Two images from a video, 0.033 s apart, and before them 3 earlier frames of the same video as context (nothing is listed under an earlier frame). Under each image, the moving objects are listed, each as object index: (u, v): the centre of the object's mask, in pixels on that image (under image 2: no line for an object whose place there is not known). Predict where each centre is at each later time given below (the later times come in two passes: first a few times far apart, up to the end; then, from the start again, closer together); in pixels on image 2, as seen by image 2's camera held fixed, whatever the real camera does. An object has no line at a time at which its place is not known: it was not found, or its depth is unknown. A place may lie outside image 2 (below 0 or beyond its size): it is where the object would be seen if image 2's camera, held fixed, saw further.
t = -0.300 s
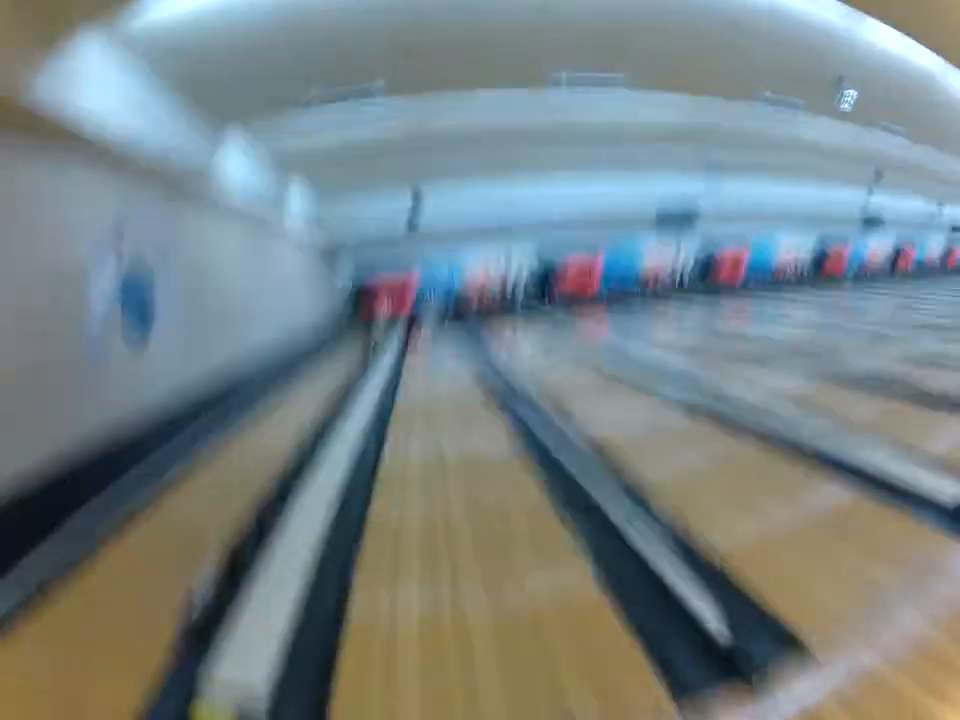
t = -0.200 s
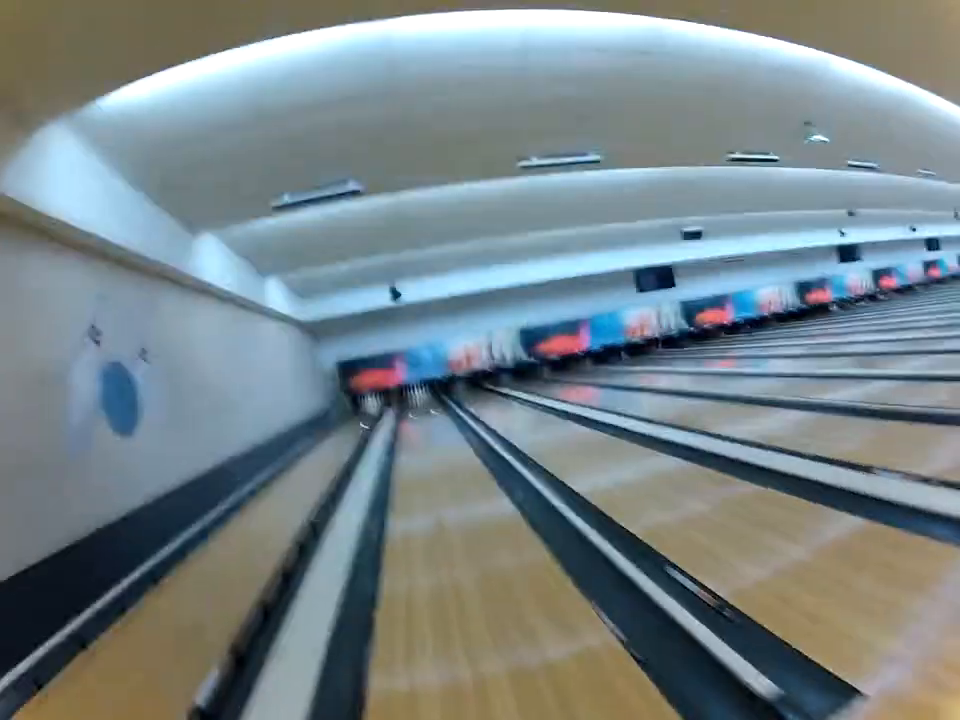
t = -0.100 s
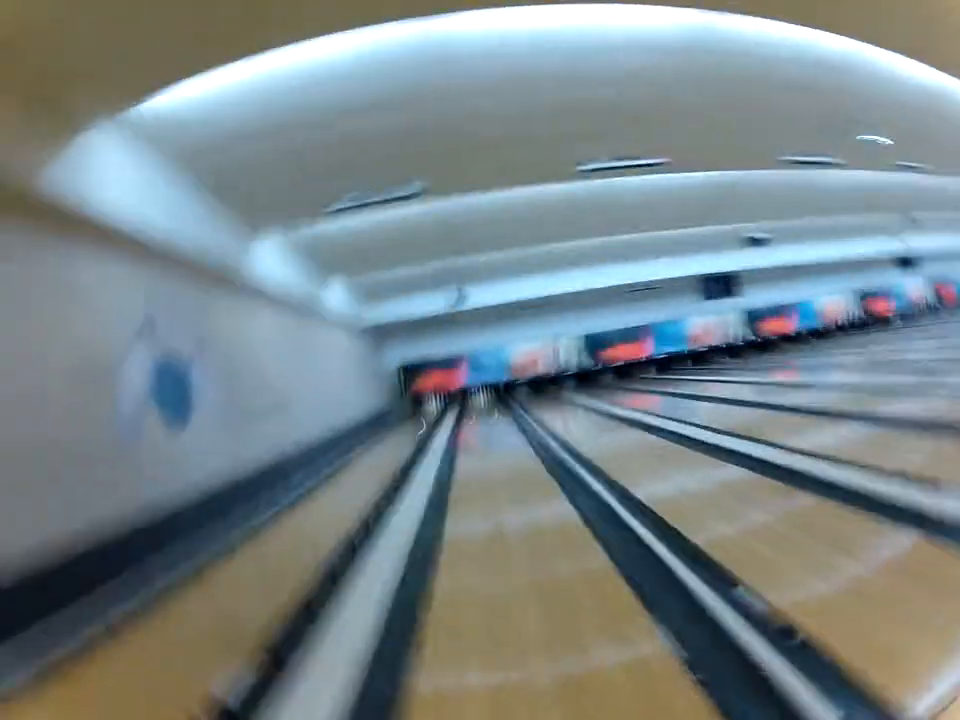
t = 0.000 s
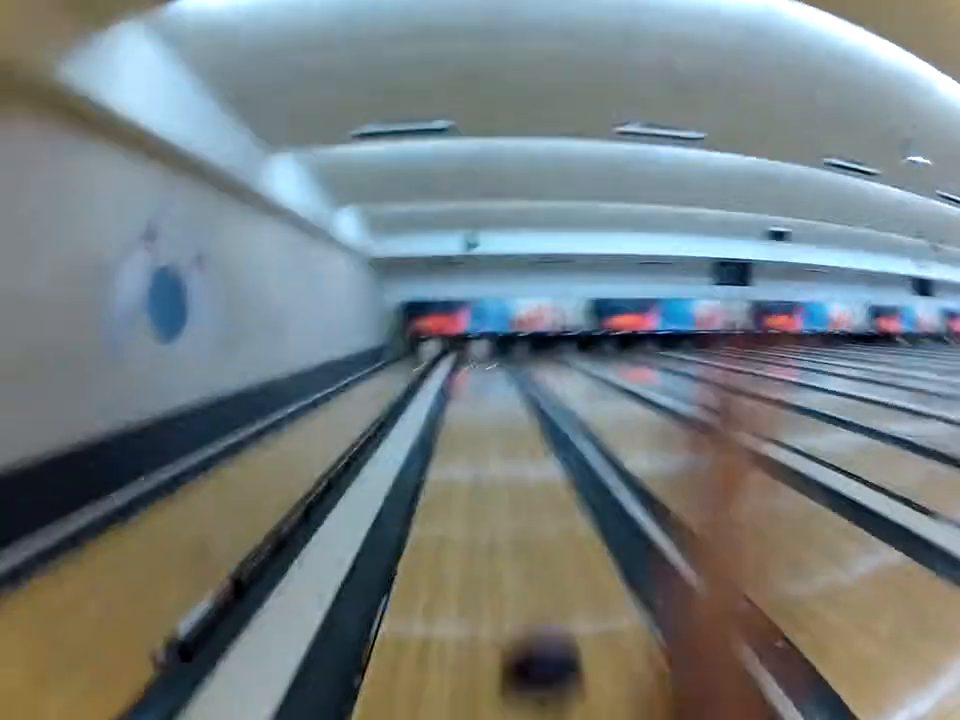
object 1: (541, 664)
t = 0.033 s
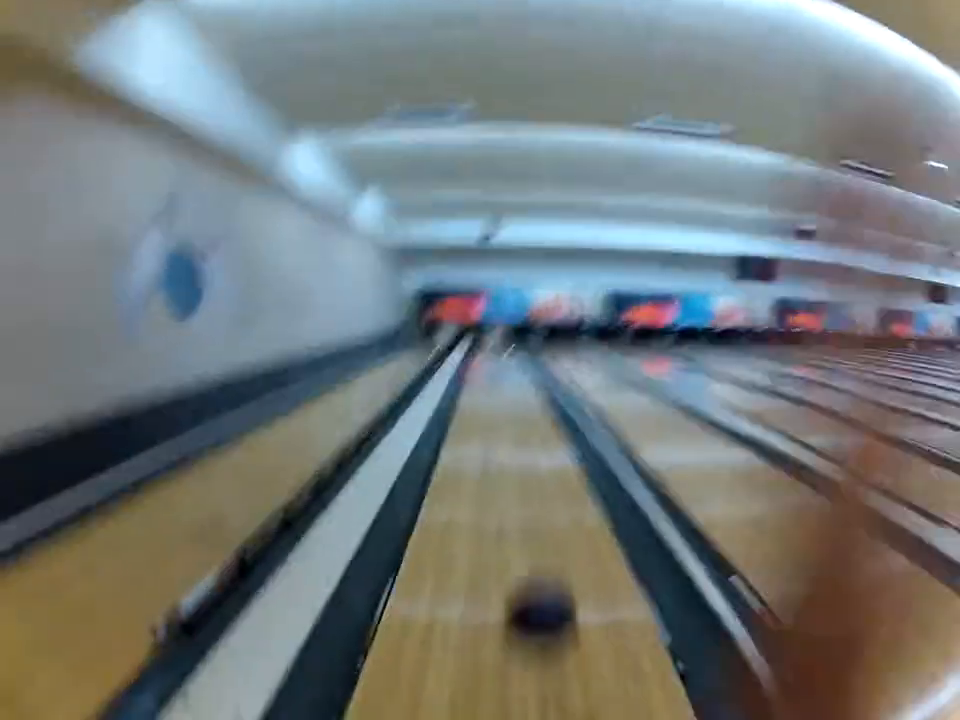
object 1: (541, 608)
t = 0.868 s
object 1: (511, 385)
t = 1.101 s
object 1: (507, 379)
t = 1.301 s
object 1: (500, 369)
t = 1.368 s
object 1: (495, 365)
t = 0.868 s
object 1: (511, 385)
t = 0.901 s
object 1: (511, 383)
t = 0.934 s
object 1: (510, 383)
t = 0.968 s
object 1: (510, 381)
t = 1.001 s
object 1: (509, 380)
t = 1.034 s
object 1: (509, 380)
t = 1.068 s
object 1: (508, 380)
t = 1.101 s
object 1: (507, 379)
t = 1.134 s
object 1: (506, 378)
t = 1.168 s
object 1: (506, 377)
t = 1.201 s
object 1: (504, 374)
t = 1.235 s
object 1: (503, 372)
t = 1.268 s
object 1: (502, 371)
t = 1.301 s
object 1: (500, 369)
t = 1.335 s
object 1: (498, 368)
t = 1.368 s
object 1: (495, 365)
